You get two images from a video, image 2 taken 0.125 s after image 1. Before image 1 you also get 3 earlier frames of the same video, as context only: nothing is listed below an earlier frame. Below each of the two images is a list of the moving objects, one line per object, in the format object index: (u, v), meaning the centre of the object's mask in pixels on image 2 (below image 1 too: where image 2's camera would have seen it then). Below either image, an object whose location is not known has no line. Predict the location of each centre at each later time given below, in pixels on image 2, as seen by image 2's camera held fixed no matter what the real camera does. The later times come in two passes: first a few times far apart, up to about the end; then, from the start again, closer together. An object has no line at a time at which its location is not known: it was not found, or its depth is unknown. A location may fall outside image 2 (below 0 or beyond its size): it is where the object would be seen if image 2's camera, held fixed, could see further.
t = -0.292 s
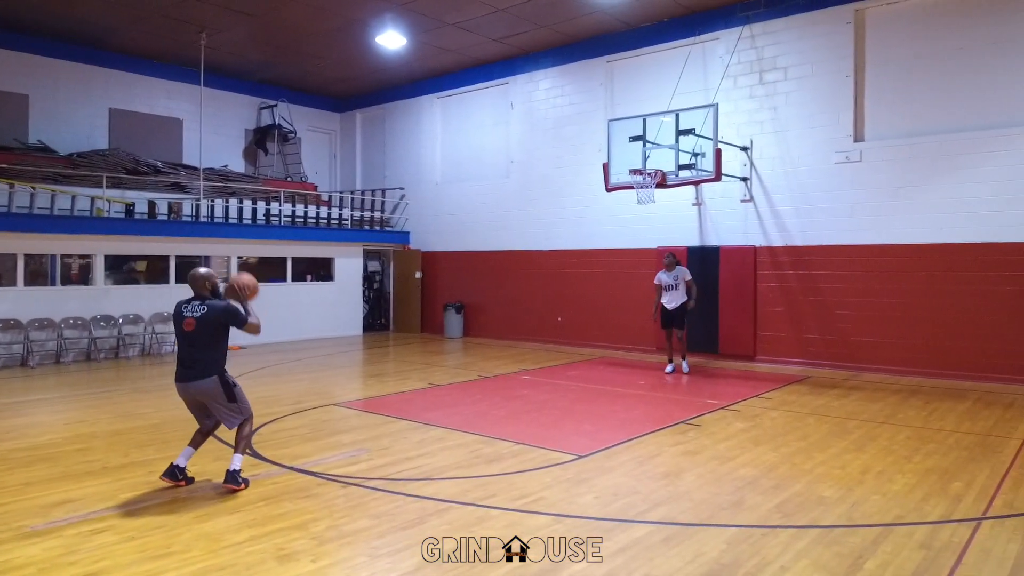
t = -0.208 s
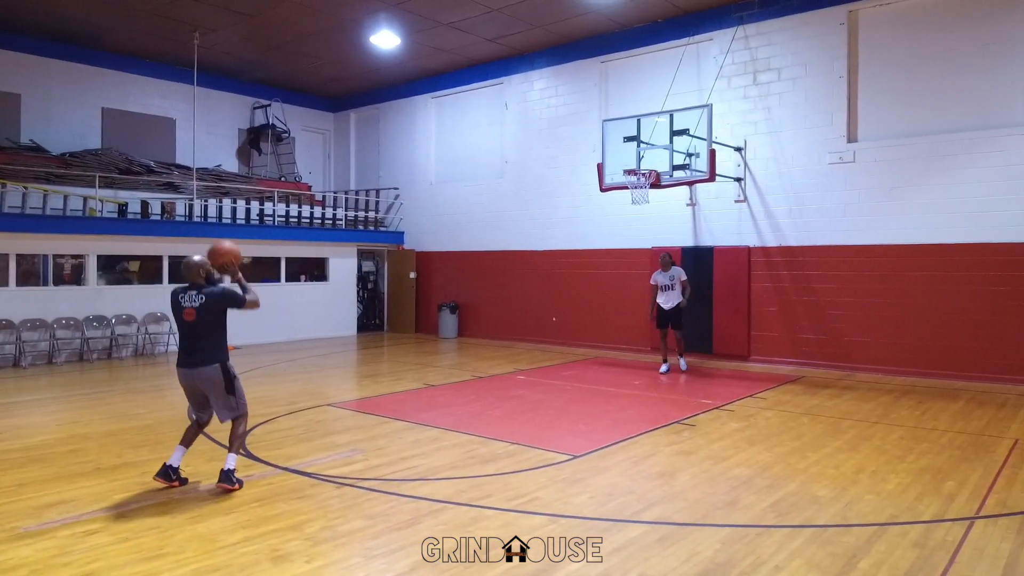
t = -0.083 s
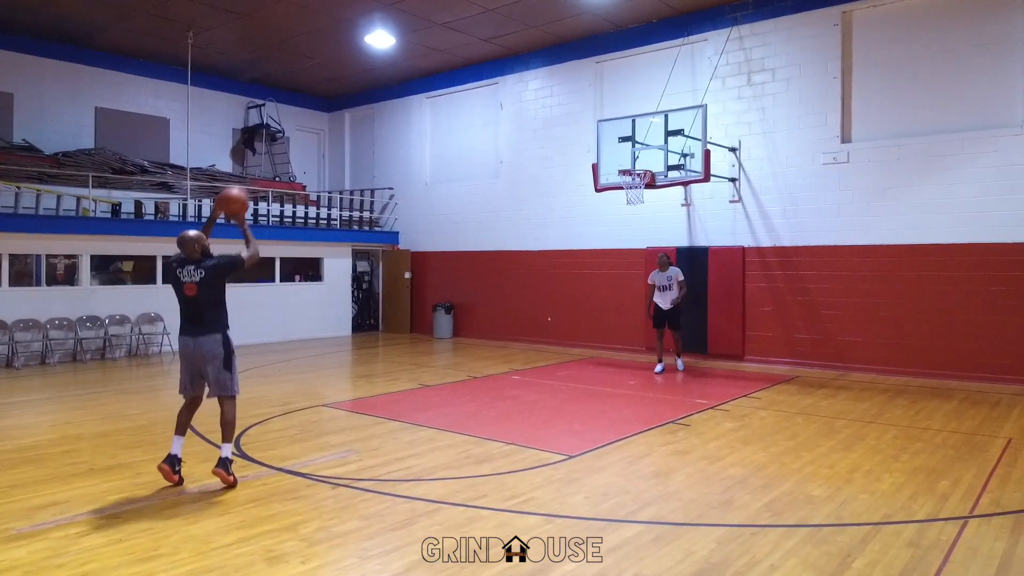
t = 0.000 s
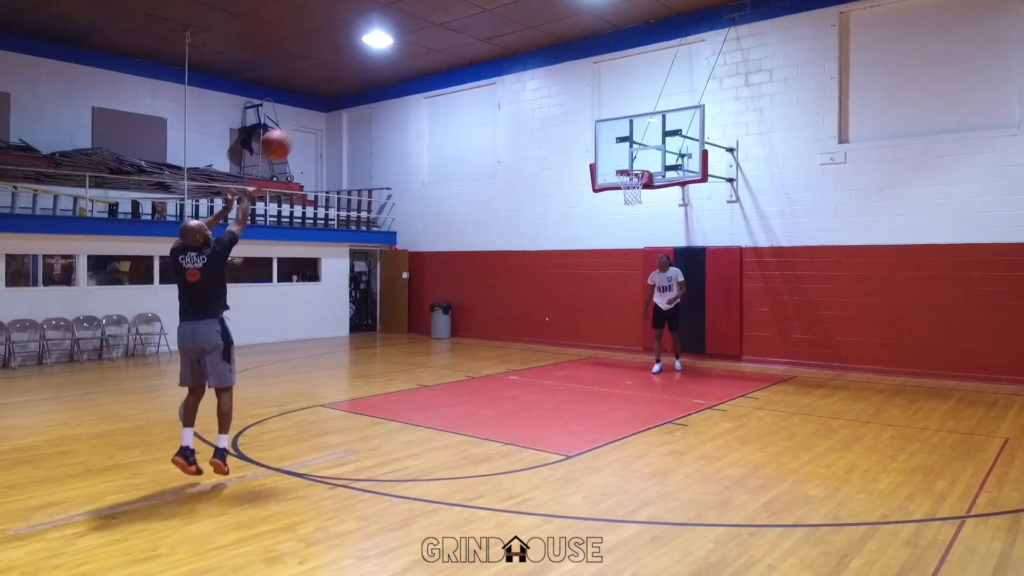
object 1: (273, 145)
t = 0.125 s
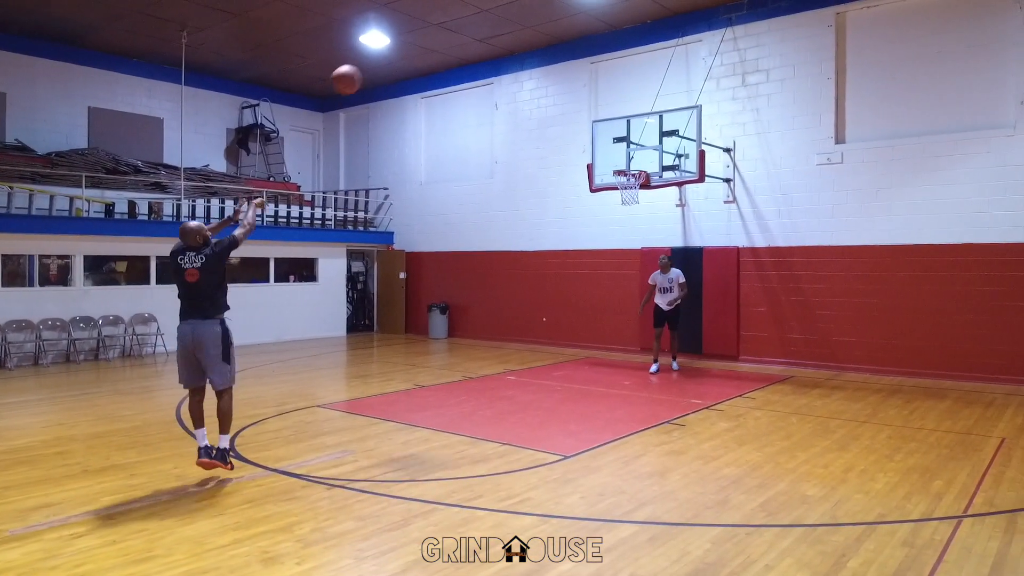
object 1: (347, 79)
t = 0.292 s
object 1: (420, 35)
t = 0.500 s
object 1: (491, 26)
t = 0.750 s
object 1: (561, 58)
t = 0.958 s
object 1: (609, 116)
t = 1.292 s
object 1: (617, 186)
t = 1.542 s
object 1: (615, 193)
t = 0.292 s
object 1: (420, 35)
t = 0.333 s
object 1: (433, 31)
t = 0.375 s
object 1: (452, 27)
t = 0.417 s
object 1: (463, 25)
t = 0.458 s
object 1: (480, 25)
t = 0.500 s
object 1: (491, 26)
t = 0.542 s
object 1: (507, 28)
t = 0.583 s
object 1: (517, 31)
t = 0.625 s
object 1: (532, 38)
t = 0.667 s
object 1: (540, 43)
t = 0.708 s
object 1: (553, 52)
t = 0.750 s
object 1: (561, 58)
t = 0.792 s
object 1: (573, 69)
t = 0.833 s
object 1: (581, 78)
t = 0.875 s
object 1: (591, 91)
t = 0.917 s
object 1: (599, 101)
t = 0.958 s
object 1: (609, 116)
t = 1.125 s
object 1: (636, 172)
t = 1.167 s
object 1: (631, 180)
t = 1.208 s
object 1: (627, 187)
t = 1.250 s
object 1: (621, 188)
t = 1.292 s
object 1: (617, 186)
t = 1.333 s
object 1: (614, 186)
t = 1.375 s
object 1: (613, 186)
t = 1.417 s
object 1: (613, 185)
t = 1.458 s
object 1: (614, 187)
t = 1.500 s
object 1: (615, 190)
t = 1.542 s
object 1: (615, 193)
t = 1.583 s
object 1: (617, 195)
